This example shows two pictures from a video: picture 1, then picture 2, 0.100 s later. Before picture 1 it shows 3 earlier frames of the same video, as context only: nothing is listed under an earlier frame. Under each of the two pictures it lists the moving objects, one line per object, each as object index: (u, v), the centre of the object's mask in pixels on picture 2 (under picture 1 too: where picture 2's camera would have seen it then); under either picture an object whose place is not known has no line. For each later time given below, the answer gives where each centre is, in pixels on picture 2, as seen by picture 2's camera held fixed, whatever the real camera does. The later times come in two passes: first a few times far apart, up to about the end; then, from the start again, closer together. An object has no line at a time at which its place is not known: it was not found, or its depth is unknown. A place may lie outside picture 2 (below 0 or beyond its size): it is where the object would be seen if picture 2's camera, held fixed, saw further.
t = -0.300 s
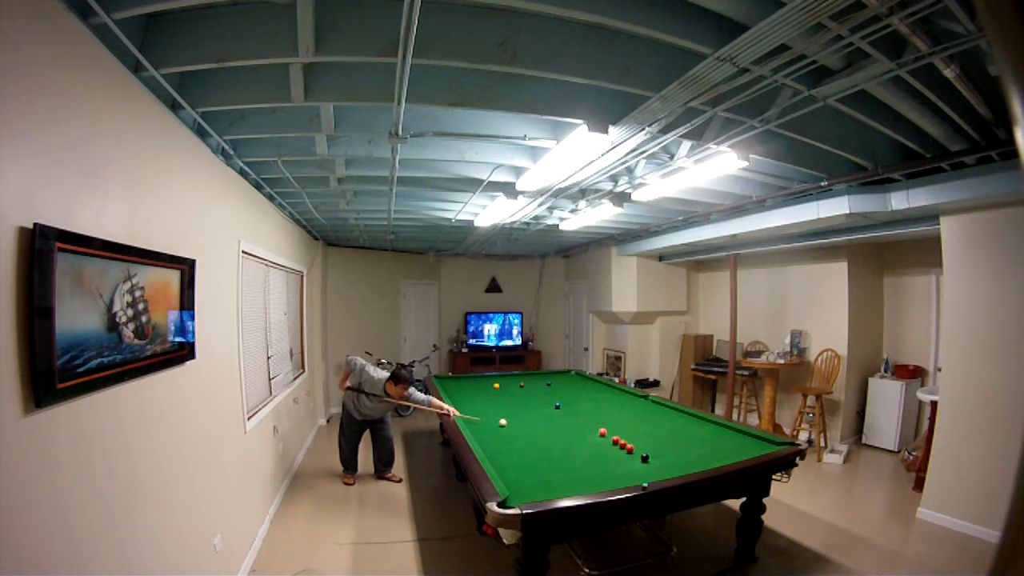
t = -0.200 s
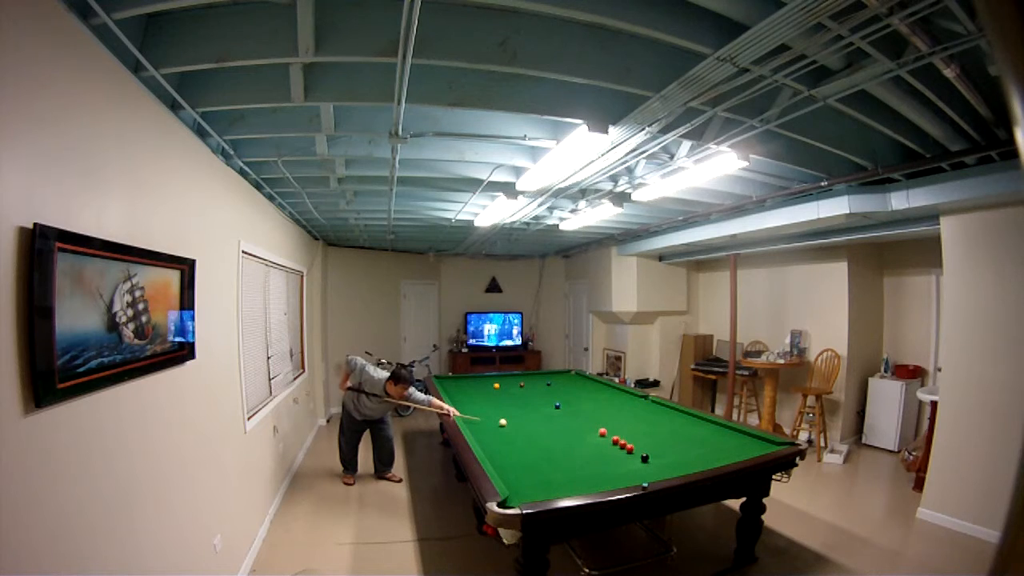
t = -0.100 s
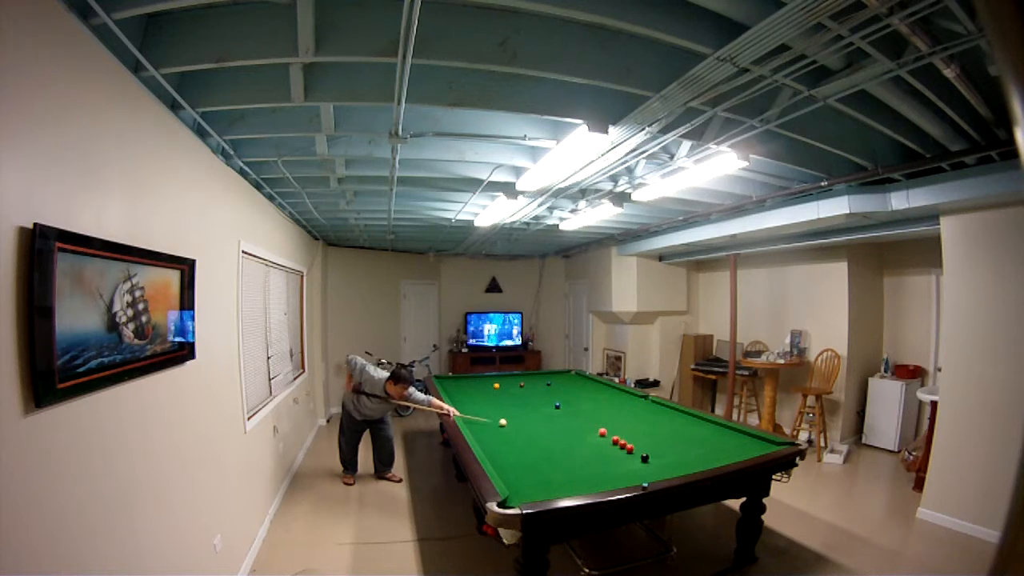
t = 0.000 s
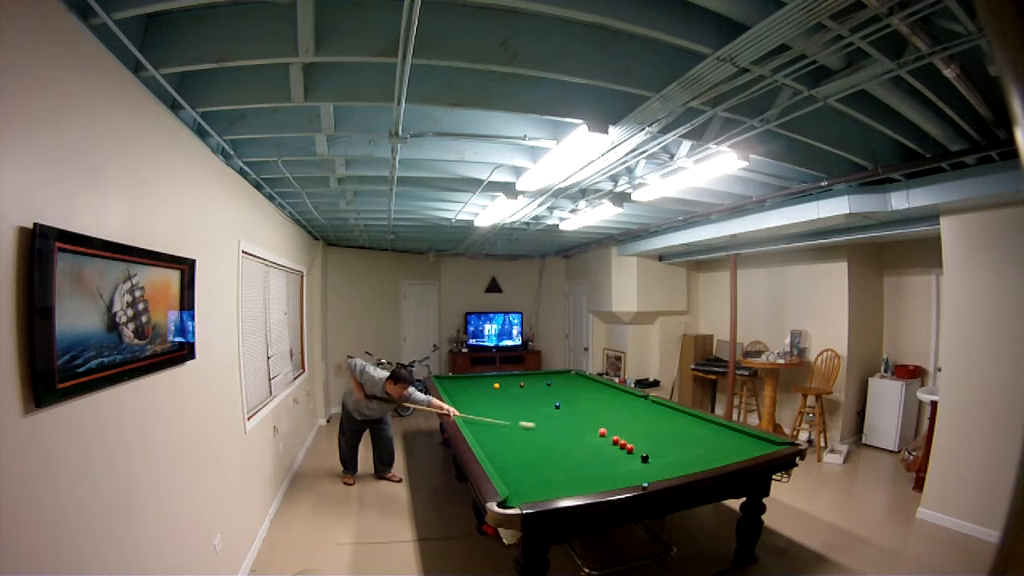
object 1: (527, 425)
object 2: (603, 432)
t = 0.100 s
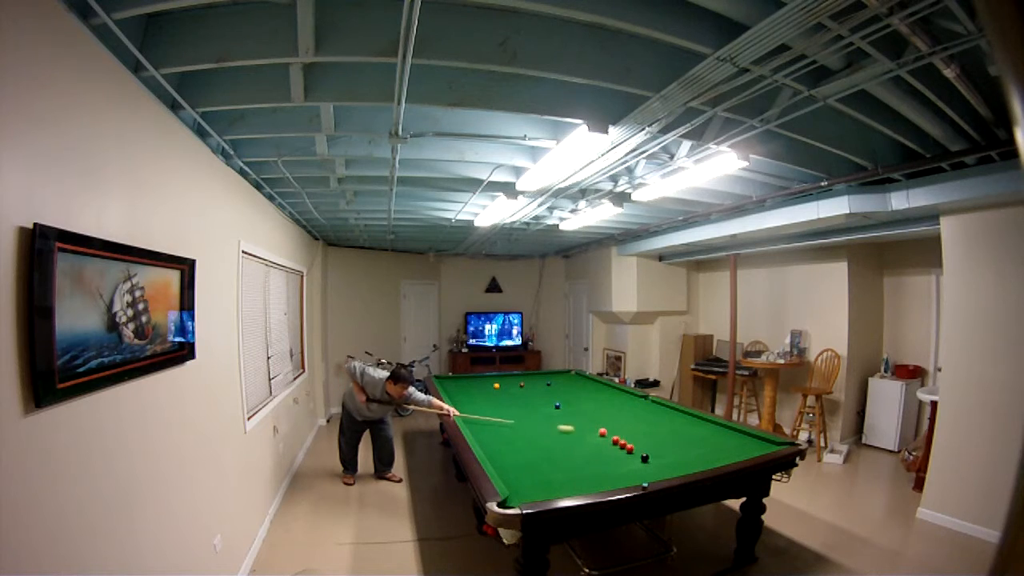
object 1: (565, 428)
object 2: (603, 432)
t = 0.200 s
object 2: (610, 432)
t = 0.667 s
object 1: (604, 429)
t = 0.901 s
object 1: (607, 428)
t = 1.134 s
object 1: (609, 427)
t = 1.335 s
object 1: (610, 427)
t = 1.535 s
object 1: (611, 427)
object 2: (737, 453)
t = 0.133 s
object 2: (603, 432)
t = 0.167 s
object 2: (603, 432)
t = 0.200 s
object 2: (610, 432)
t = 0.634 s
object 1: (603, 429)
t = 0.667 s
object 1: (604, 429)
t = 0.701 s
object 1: (604, 429)
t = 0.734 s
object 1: (605, 429)
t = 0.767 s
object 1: (605, 429)
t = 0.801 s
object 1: (605, 428)
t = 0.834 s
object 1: (606, 428)
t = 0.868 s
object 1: (606, 428)
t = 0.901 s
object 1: (607, 428)
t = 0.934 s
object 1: (607, 428)
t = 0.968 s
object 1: (607, 428)
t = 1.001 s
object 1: (607, 428)
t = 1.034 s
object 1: (608, 427)
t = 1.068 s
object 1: (608, 428)
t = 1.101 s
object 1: (608, 427)
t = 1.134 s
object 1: (609, 427)
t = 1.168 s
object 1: (609, 427)
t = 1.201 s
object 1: (609, 427)
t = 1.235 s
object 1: (609, 427)
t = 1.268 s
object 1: (609, 427)
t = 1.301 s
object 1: (610, 427)
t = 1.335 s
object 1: (610, 427)
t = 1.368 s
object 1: (610, 427)
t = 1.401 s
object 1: (610, 427)
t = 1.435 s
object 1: (610, 427)
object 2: (743, 451)
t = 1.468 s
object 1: (610, 427)
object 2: (741, 452)
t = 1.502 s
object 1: (610, 427)
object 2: (739, 452)
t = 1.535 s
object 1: (611, 427)
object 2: (737, 453)
